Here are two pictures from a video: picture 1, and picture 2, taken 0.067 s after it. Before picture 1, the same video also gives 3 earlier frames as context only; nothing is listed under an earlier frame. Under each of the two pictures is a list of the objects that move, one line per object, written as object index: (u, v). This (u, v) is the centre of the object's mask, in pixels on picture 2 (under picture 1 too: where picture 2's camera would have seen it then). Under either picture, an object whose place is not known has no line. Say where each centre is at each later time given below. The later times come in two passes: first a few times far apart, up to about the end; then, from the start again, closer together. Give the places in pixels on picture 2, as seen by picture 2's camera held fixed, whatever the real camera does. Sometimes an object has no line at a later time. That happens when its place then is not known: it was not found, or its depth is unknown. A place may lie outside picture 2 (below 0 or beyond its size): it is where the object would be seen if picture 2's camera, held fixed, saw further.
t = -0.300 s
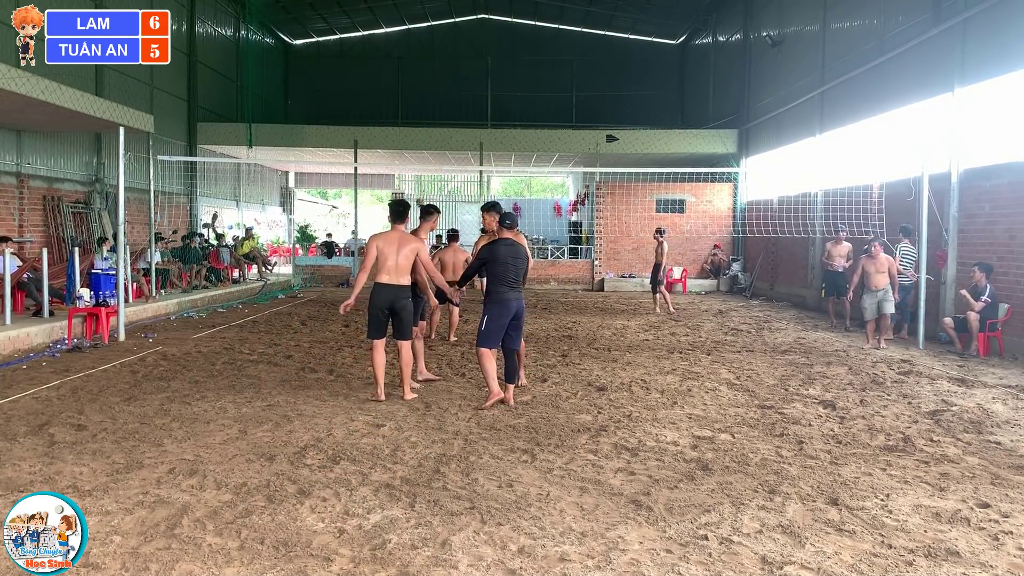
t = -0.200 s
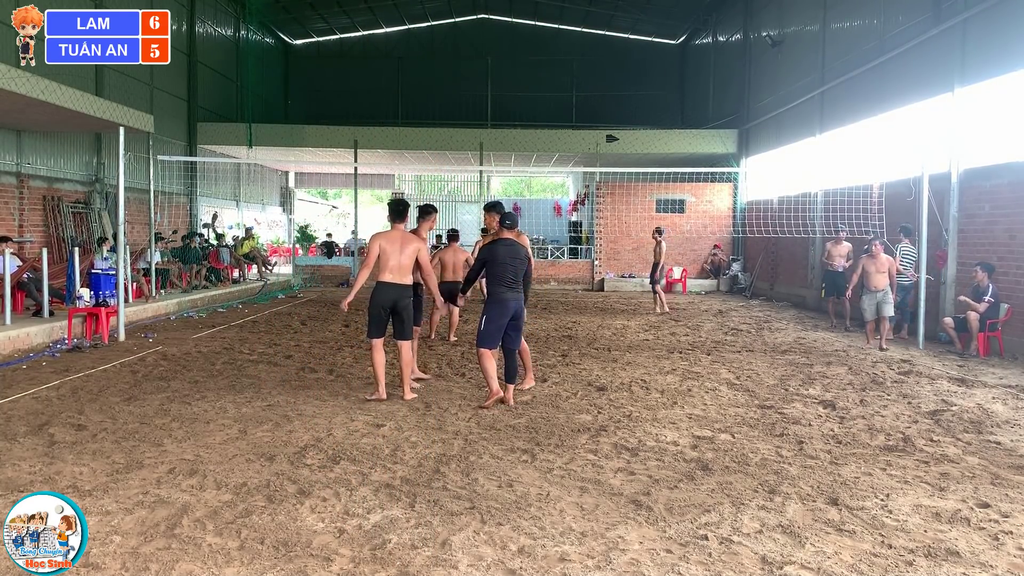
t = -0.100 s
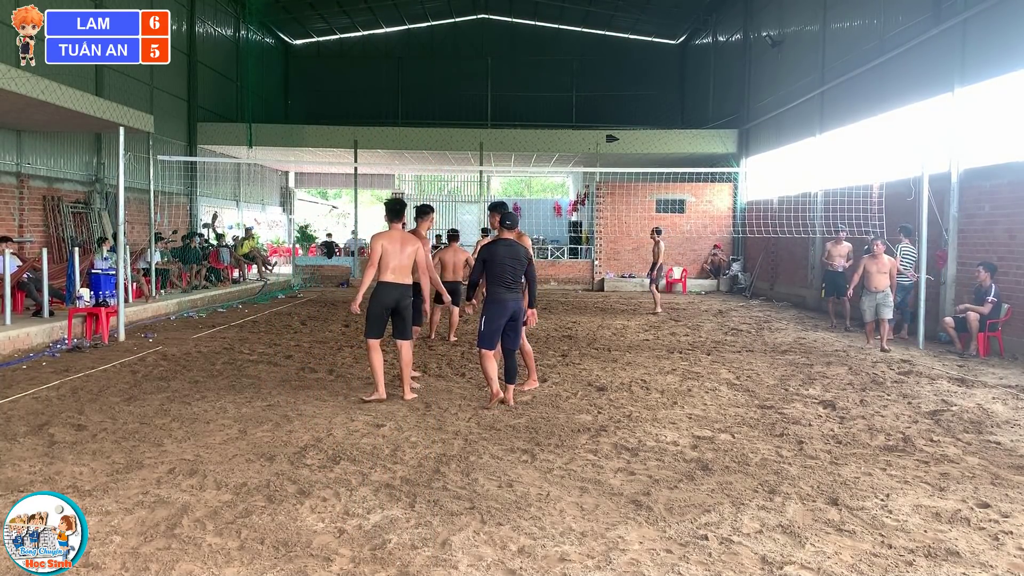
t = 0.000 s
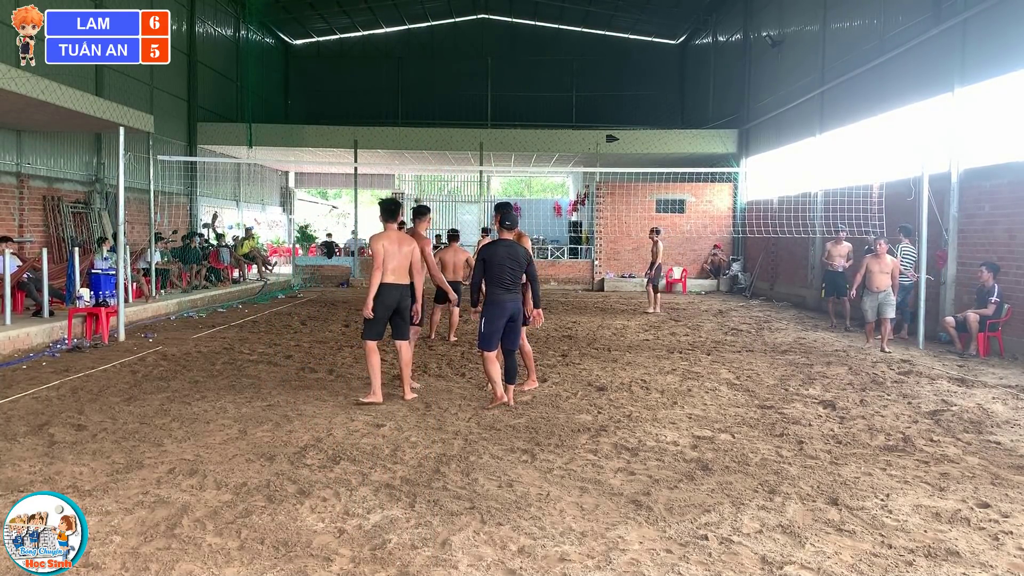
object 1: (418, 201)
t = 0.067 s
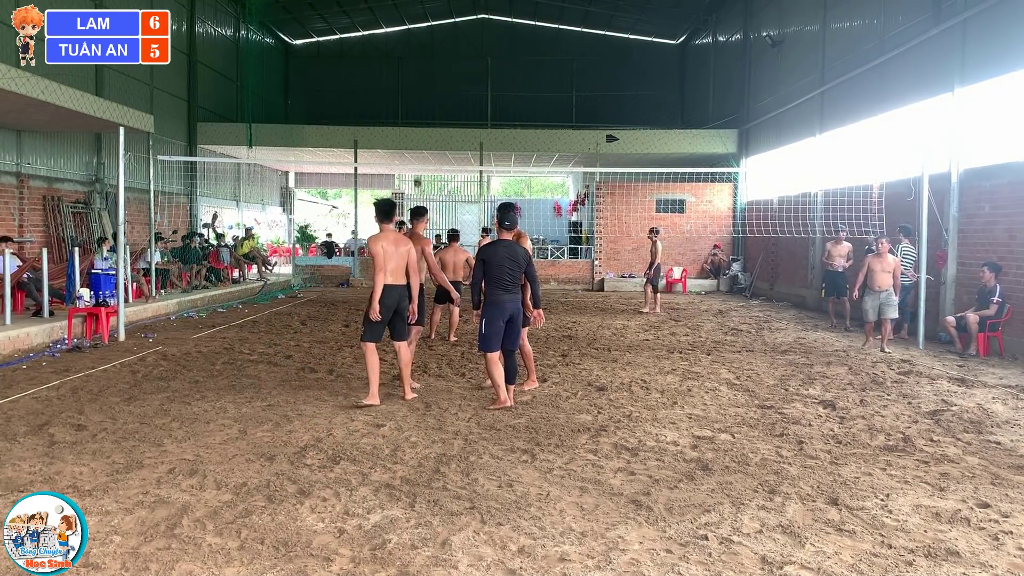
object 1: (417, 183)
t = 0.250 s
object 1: (414, 139)
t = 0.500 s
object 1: (406, 100)
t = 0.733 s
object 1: (395, 94)
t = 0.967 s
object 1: (376, 133)
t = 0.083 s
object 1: (417, 178)
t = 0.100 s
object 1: (417, 174)
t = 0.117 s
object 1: (417, 171)
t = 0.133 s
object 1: (416, 163)
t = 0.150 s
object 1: (416, 160)
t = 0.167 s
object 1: (416, 157)
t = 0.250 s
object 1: (414, 139)
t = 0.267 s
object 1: (413, 135)
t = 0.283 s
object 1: (413, 132)
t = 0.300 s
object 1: (413, 129)
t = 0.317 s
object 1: (412, 126)
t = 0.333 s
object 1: (413, 123)
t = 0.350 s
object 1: (413, 119)
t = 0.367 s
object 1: (412, 117)
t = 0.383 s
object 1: (410, 114)
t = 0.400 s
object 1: (410, 113)
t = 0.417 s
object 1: (409, 111)
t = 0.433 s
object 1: (409, 108)
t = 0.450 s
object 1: (408, 105)
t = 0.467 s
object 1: (407, 104)
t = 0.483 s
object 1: (407, 102)
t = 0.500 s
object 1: (406, 100)
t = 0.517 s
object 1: (406, 98)
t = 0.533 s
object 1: (405, 97)
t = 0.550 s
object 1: (405, 96)
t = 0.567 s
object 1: (404, 95)
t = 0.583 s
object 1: (403, 94)
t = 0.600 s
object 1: (402, 92)
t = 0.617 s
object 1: (401, 92)
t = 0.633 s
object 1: (400, 92)
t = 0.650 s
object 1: (399, 92)
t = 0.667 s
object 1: (398, 92)
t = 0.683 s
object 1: (397, 92)
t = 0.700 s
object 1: (396, 92)
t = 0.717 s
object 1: (396, 93)
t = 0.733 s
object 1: (395, 94)
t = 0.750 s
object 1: (393, 95)
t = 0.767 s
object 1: (392, 97)
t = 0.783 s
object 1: (391, 98)
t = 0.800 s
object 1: (390, 100)
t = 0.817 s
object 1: (389, 102)
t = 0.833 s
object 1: (387, 104)
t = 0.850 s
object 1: (386, 107)
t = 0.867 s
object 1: (385, 110)
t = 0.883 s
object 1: (384, 112)
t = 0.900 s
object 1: (382, 116)
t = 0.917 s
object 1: (381, 120)
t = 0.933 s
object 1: (380, 124)
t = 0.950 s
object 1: (378, 129)
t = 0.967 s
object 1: (376, 133)
